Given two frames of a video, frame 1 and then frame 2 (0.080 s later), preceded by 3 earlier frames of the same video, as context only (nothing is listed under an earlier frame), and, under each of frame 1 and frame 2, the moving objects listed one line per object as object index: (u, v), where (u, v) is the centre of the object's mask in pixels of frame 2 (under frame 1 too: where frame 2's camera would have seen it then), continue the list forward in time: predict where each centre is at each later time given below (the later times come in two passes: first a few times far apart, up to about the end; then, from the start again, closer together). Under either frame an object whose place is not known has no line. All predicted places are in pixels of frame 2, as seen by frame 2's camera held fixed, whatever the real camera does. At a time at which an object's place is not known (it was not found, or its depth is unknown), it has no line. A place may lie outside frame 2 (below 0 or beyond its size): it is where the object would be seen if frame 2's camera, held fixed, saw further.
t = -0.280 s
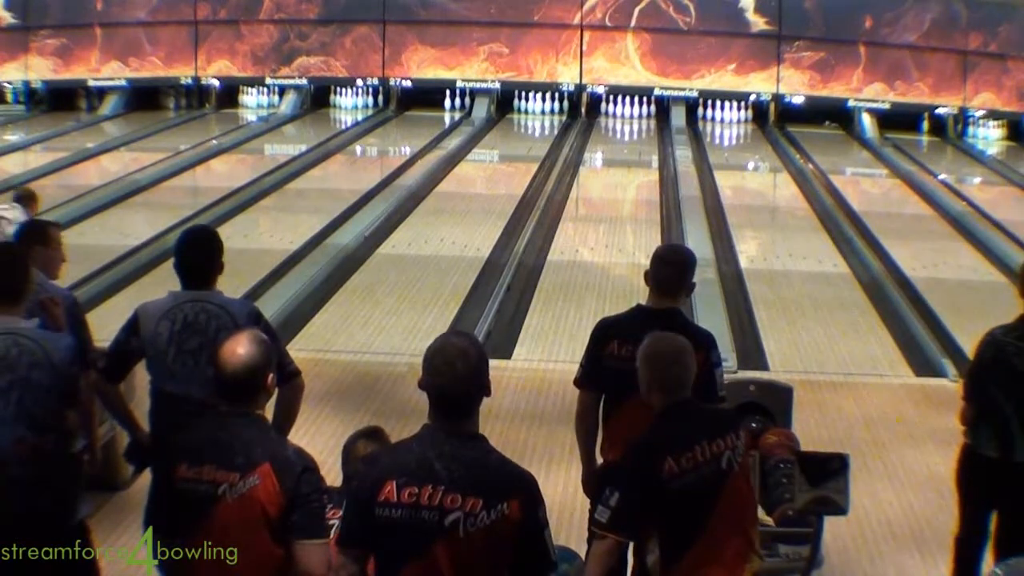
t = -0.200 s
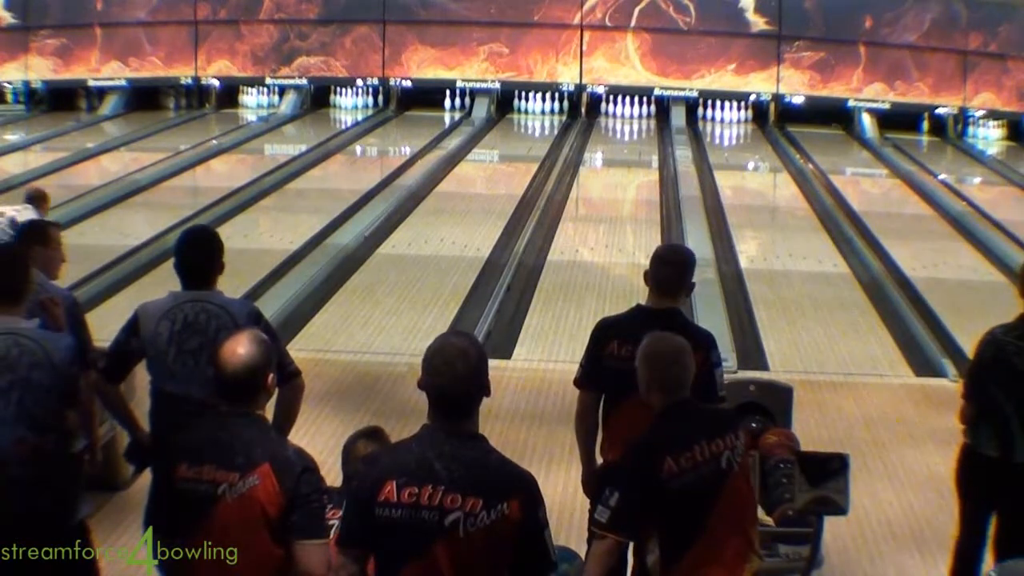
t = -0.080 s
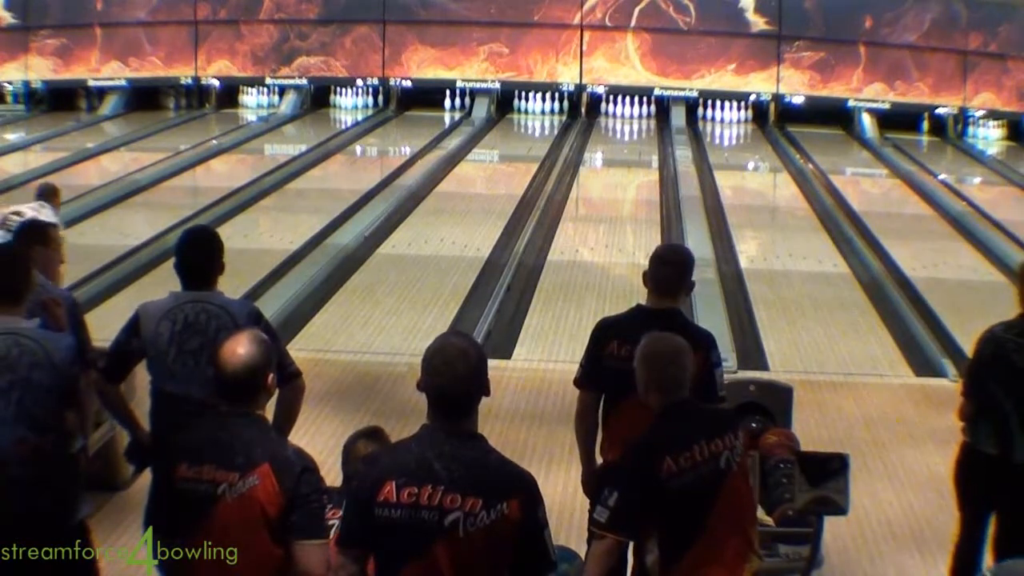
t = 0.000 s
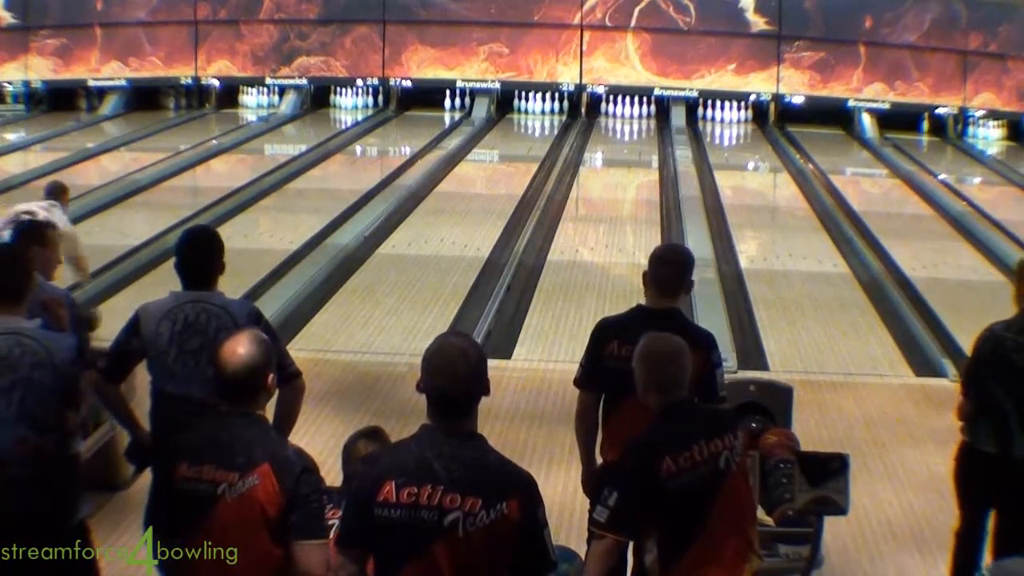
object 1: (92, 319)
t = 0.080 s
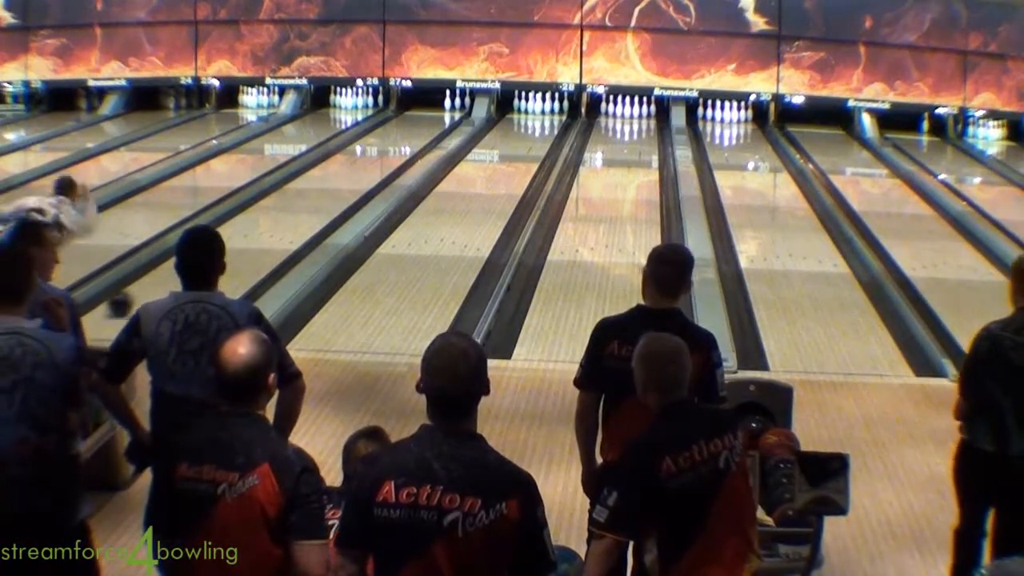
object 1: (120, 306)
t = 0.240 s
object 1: (172, 269)
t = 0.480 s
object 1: (246, 225)
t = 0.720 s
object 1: (299, 194)
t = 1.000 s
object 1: (347, 166)
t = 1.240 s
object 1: (380, 147)
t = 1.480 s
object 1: (406, 131)
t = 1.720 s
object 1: (428, 118)
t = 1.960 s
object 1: (444, 108)
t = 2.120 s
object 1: (459, 102)
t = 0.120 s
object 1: (136, 295)
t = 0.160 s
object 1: (150, 286)
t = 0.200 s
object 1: (164, 277)
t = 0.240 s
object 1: (172, 269)
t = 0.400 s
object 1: (228, 237)
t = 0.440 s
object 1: (236, 232)
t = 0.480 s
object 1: (246, 225)
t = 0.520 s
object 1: (256, 219)
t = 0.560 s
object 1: (265, 214)
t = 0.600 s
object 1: (274, 209)
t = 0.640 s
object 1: (283, 203)
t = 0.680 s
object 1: (291, 199)
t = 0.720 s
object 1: (299, 194)
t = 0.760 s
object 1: (307, 190)
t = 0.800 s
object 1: (314, 185)
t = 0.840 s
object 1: (321, 181)
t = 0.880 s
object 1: (328, 177)
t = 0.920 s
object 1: (334, 173)
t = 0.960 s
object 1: (341, 170)
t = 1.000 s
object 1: (347, 166)
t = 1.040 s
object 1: (353, 163)
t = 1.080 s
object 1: (358, 160)
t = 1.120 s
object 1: (364, 156)
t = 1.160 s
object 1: (369, 153)
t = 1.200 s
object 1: (375, 150)
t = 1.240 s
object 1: (380, 147)
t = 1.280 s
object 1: (385, 144)
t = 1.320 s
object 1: (389, 141)
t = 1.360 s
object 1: (393, 139)
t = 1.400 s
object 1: (398, 136)
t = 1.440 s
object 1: (402, 133)
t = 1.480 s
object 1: (406, 131)
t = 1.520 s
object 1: (410, 129)
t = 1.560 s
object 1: (414, 127)
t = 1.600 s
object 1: (417, 124)
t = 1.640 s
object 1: (421, 122)
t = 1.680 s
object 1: (425, 120)
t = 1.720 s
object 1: (428, 118)
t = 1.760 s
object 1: (431, 116)
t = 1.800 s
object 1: (434, 115)
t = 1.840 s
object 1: (437, 114)
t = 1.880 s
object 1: (440, 113)
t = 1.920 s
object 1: (443, 110)
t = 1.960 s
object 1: (444, 108)
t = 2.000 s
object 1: (448, 105)
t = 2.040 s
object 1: (451, 106)
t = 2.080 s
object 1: (453, 104)
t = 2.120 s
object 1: (459, 102)
